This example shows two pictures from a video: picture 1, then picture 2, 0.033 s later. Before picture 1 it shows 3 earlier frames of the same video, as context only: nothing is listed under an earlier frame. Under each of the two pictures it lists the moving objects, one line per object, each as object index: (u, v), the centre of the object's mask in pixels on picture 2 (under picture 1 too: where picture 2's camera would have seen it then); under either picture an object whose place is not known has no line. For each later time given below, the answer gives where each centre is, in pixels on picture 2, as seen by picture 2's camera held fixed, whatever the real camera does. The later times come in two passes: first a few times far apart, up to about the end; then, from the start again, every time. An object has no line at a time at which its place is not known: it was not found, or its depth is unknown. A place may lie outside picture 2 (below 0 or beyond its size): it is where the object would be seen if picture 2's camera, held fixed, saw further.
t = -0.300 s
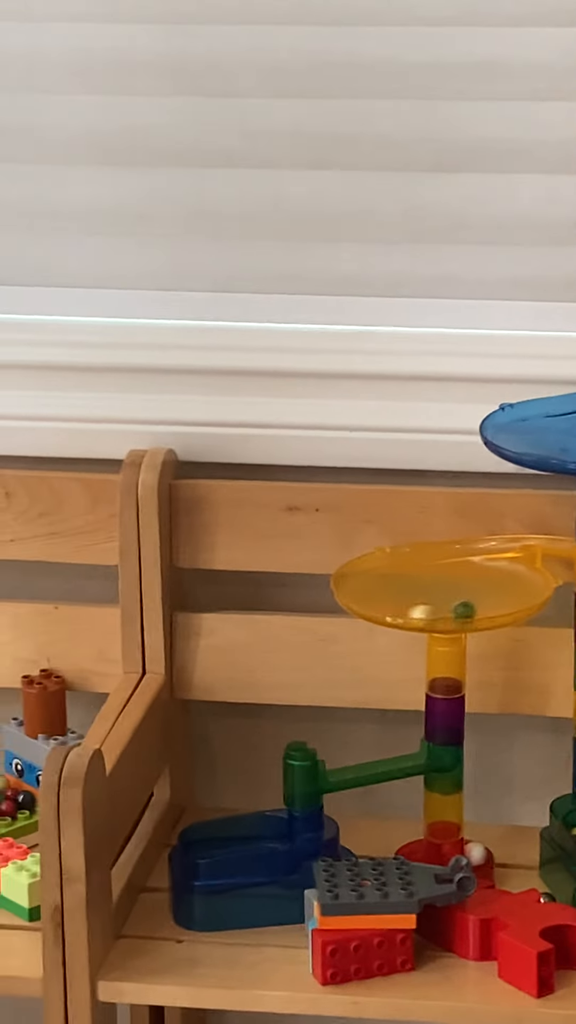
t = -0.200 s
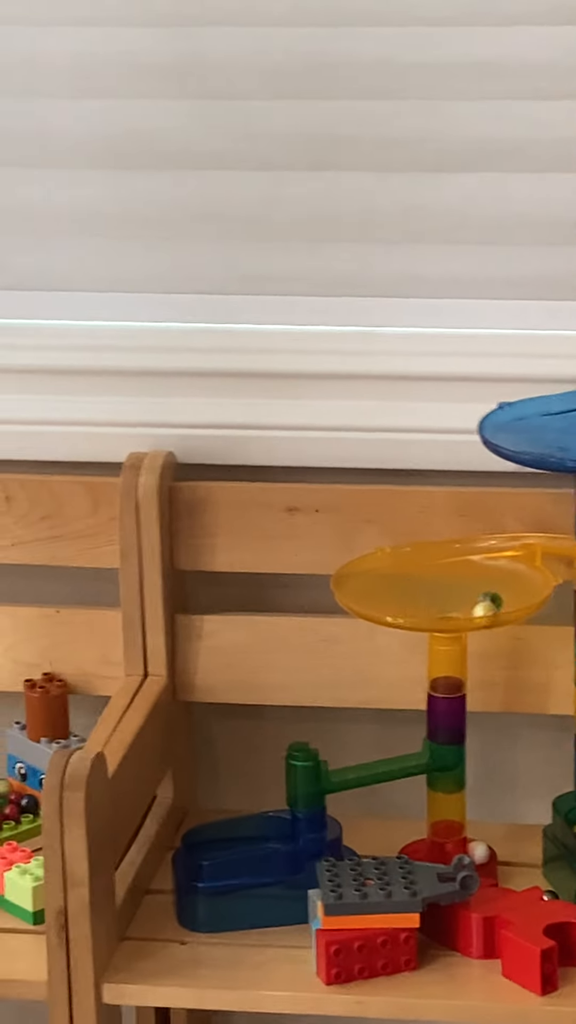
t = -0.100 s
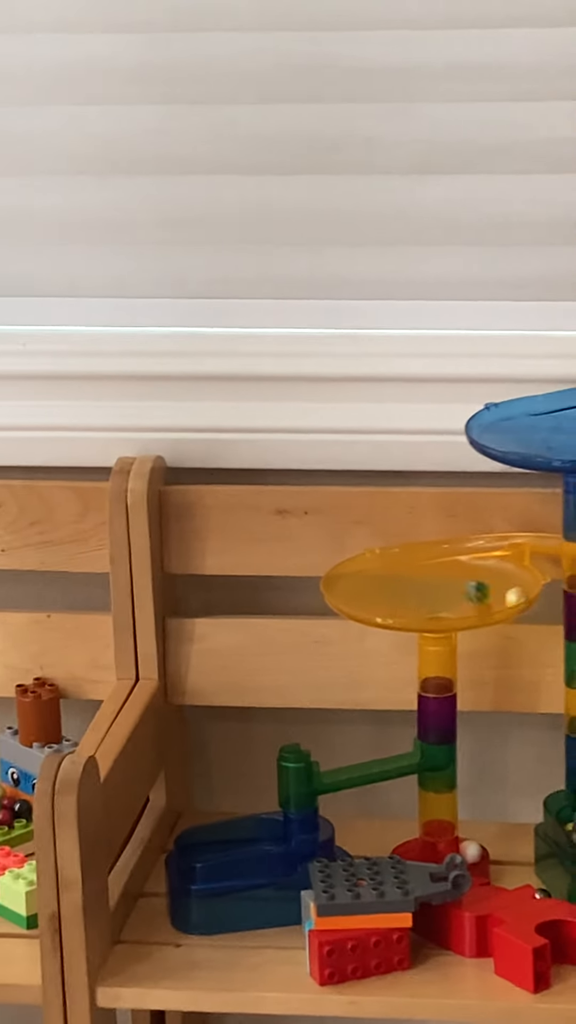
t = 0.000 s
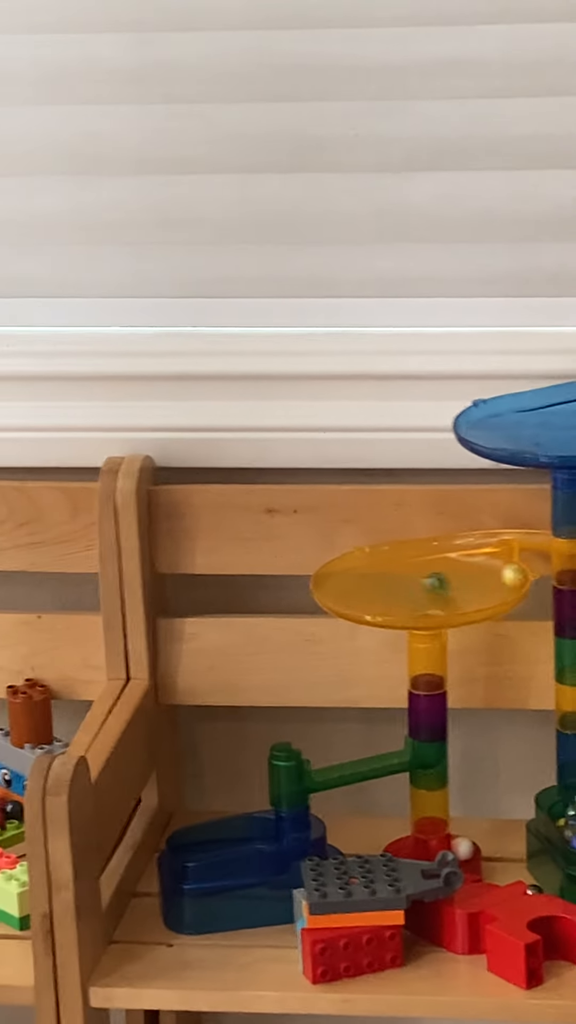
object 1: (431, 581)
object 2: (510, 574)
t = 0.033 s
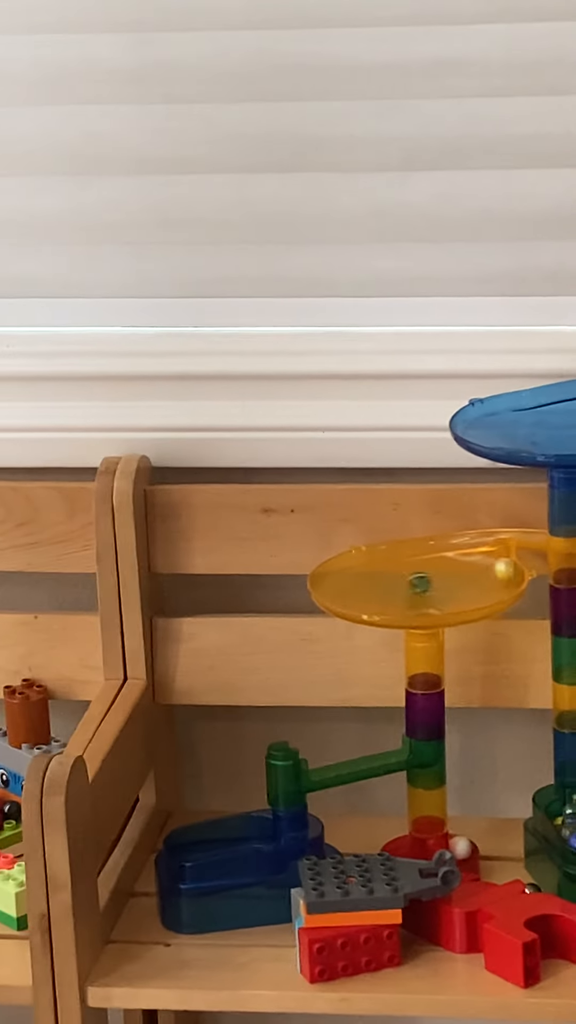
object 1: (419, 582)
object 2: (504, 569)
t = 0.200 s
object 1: (379, 595)
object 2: (438, 552)
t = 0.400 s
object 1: (432, 606)
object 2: (347, 563)
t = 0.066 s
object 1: (405, 583)
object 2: (495, 564)
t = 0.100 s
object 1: (394, 586)
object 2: (484, 558)
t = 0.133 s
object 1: (385, 589)
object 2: (470, 555)
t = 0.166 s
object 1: (380, 592)
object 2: (455, 553)
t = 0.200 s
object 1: (379, 595)
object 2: (438, 552)
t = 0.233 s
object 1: (381, 599)
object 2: (421, 552)
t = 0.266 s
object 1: (387, 603)
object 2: (404, 552)
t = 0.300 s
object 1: (397, 604)
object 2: (388, 554)
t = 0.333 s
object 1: (408, 607)
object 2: (373, 557)
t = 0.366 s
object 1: (420, 606)
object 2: (358, 559)
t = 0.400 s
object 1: (432, 606)
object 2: (347, 563)
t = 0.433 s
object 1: (443, 604)
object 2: (337, 567)
